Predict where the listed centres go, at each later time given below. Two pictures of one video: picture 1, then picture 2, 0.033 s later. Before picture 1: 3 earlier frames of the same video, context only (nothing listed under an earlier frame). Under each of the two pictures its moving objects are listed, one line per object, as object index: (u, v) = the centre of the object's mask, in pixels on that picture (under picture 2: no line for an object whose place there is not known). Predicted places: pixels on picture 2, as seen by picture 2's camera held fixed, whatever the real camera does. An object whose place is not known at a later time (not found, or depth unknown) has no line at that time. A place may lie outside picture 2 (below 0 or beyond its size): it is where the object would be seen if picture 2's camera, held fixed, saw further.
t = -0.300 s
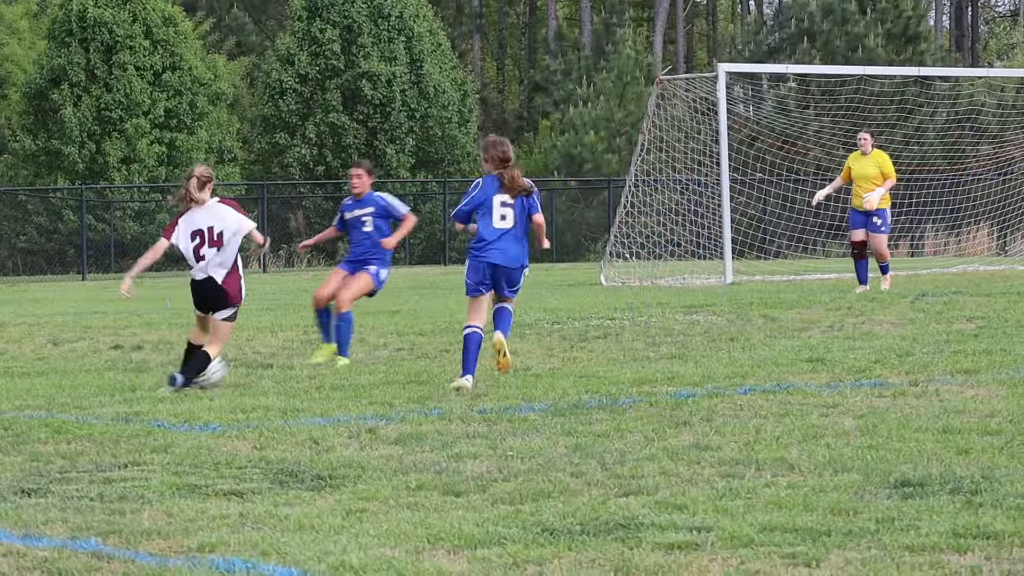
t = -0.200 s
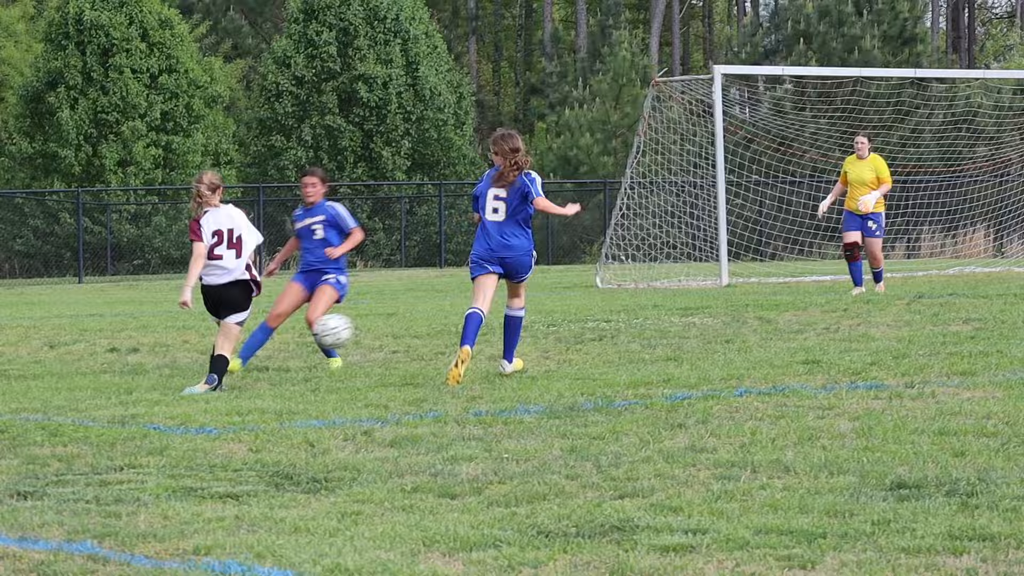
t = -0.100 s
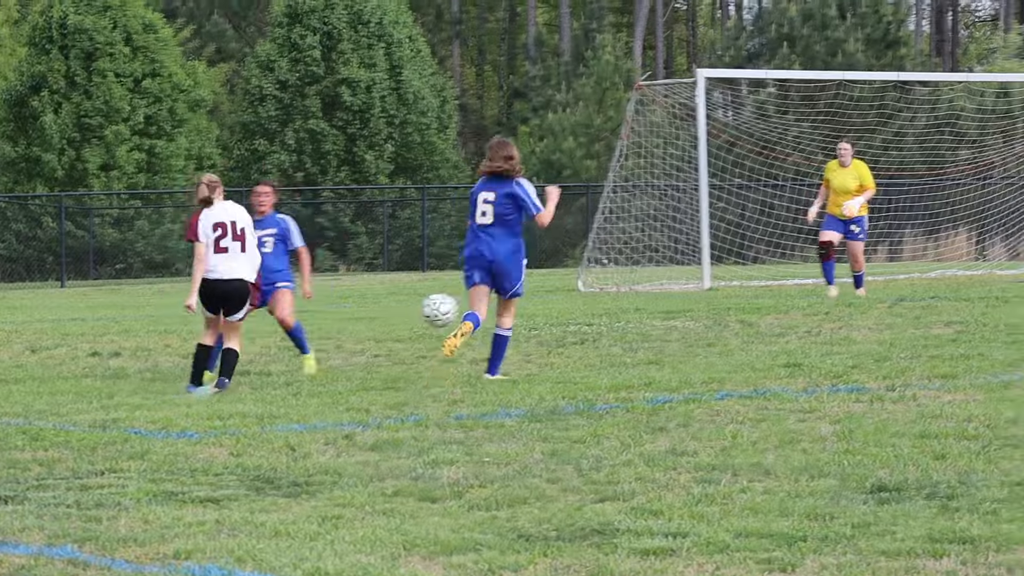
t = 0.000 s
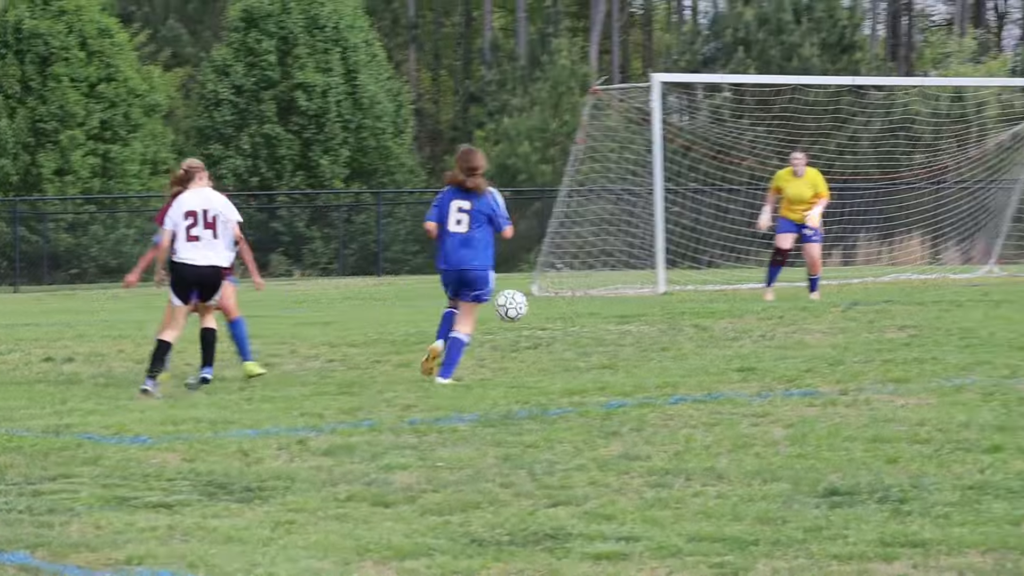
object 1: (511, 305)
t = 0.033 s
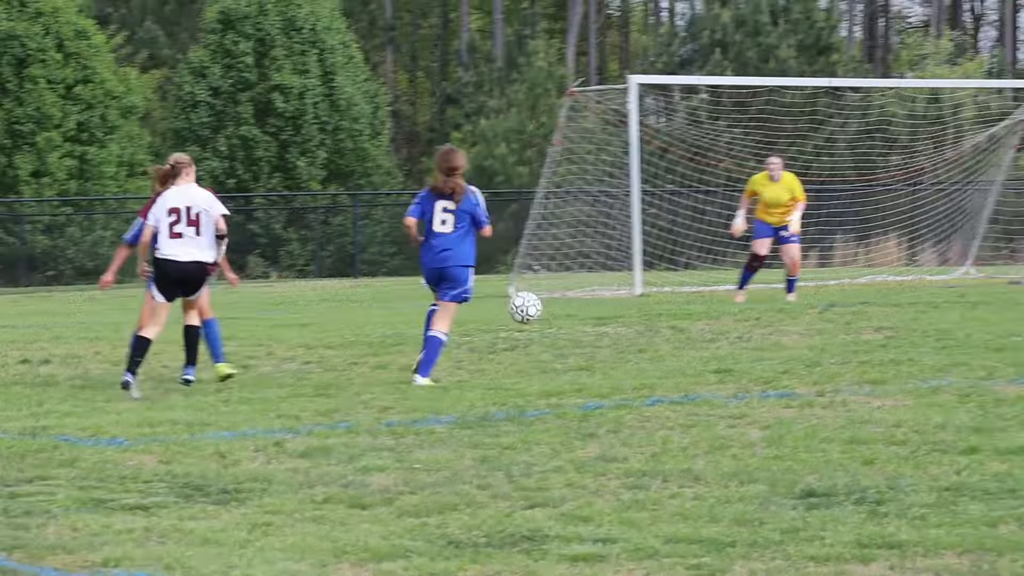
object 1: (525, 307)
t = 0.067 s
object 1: (553, 307)
